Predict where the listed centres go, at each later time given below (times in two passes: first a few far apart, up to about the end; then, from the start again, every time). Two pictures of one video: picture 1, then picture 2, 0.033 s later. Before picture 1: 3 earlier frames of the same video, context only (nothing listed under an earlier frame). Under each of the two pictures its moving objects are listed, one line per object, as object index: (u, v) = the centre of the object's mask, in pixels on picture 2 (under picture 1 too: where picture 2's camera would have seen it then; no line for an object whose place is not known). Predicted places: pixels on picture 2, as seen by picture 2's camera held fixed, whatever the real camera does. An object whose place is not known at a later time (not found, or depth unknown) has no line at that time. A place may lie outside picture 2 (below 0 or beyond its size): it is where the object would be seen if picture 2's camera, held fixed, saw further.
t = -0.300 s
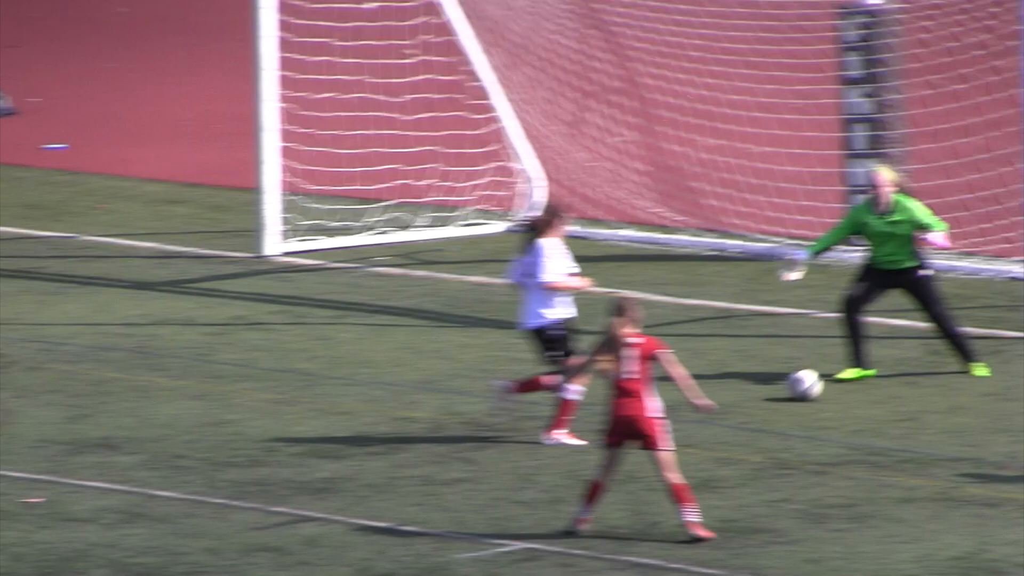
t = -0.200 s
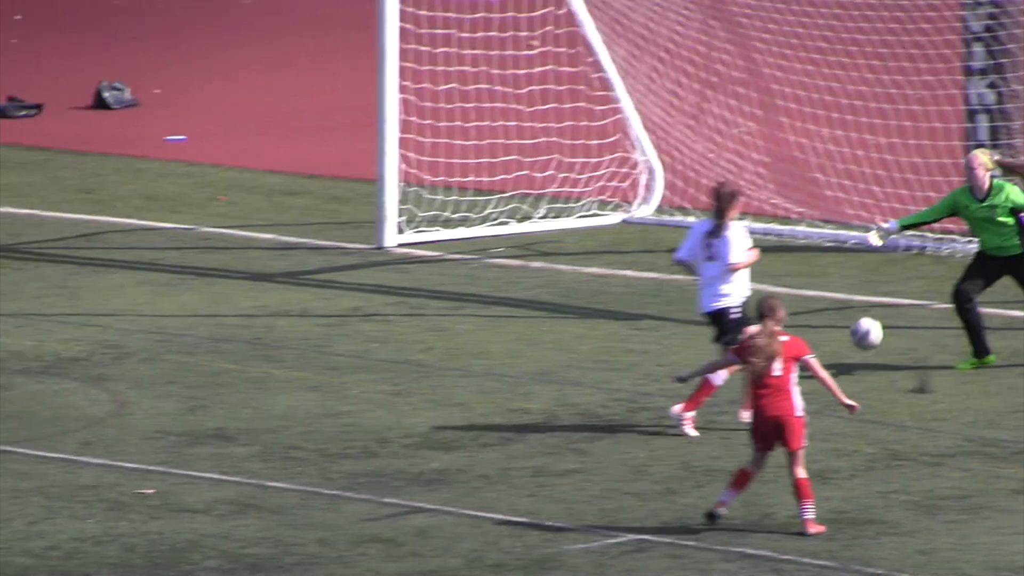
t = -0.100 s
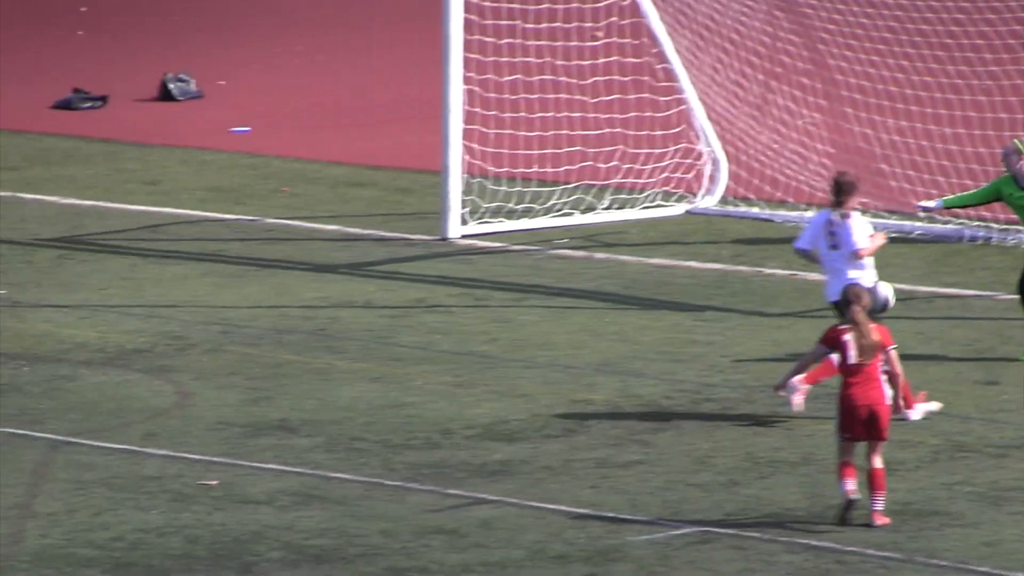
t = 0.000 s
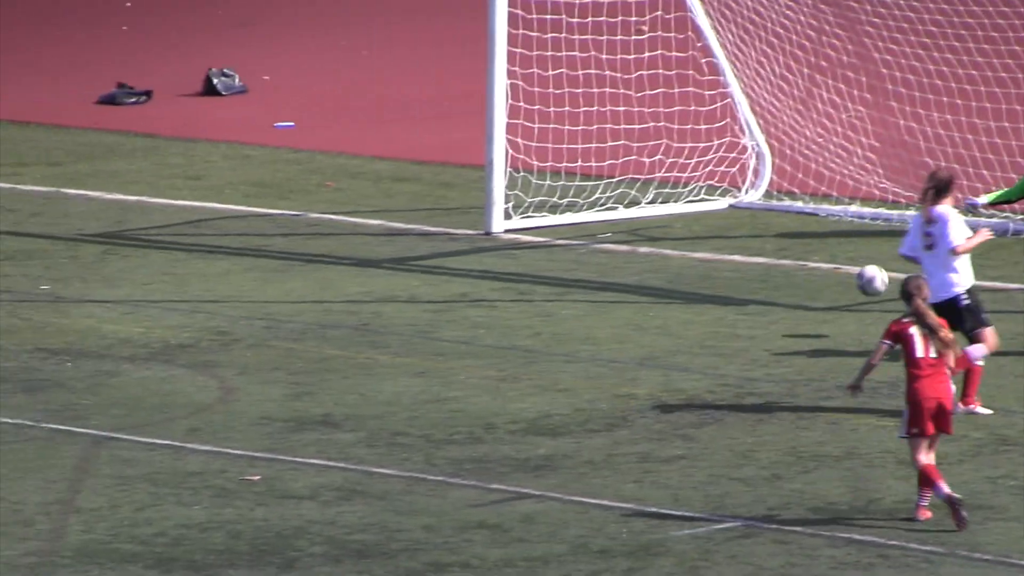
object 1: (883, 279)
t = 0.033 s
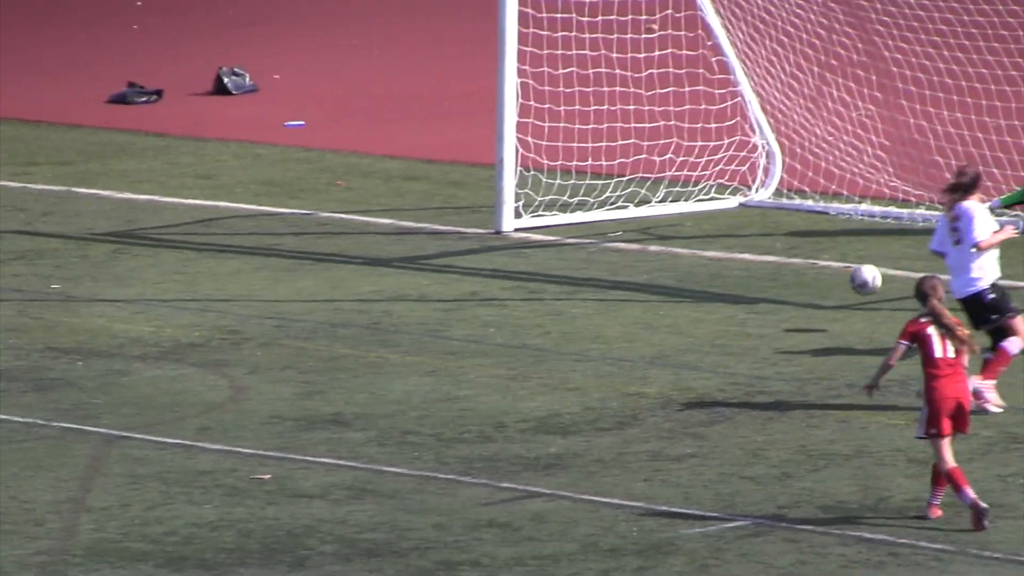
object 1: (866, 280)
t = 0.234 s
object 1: (769, 280)
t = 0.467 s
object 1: (663, 246)
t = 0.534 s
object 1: (634, 250)
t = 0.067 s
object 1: (849, 281)
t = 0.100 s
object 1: (832, 285)
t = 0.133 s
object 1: (817, 291)
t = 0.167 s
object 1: (801, 299)
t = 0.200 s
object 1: (785, 292)
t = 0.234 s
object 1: (769, 280)
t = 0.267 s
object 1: (752, 270)
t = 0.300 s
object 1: (738, 261)
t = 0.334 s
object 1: (722, 255)
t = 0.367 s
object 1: (707, 250)
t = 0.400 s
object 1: (692, 247)
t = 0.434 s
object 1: (677, 245)
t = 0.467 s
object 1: (663, 246)
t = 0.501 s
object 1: (649, 246)
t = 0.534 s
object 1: (634, 250)
